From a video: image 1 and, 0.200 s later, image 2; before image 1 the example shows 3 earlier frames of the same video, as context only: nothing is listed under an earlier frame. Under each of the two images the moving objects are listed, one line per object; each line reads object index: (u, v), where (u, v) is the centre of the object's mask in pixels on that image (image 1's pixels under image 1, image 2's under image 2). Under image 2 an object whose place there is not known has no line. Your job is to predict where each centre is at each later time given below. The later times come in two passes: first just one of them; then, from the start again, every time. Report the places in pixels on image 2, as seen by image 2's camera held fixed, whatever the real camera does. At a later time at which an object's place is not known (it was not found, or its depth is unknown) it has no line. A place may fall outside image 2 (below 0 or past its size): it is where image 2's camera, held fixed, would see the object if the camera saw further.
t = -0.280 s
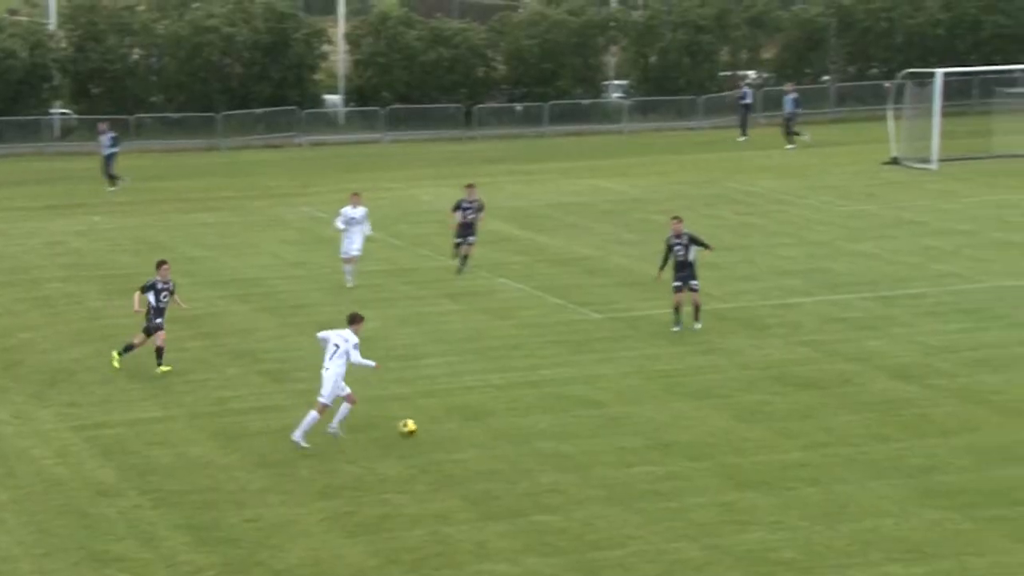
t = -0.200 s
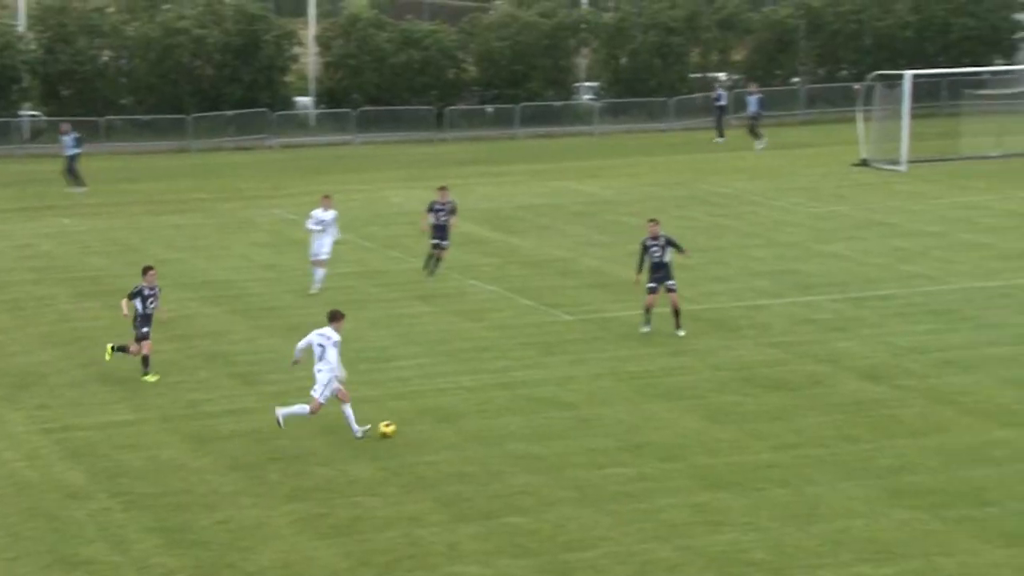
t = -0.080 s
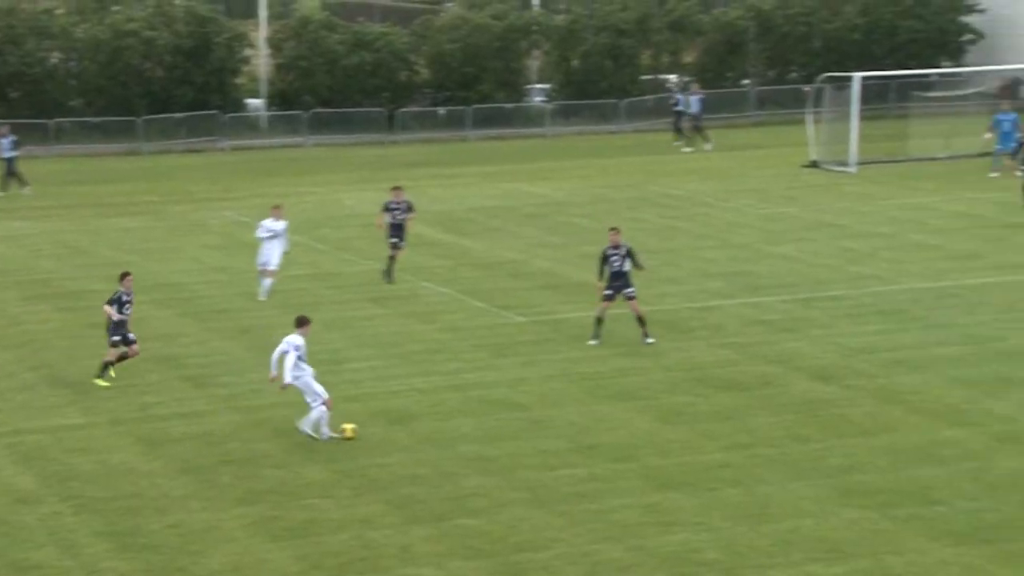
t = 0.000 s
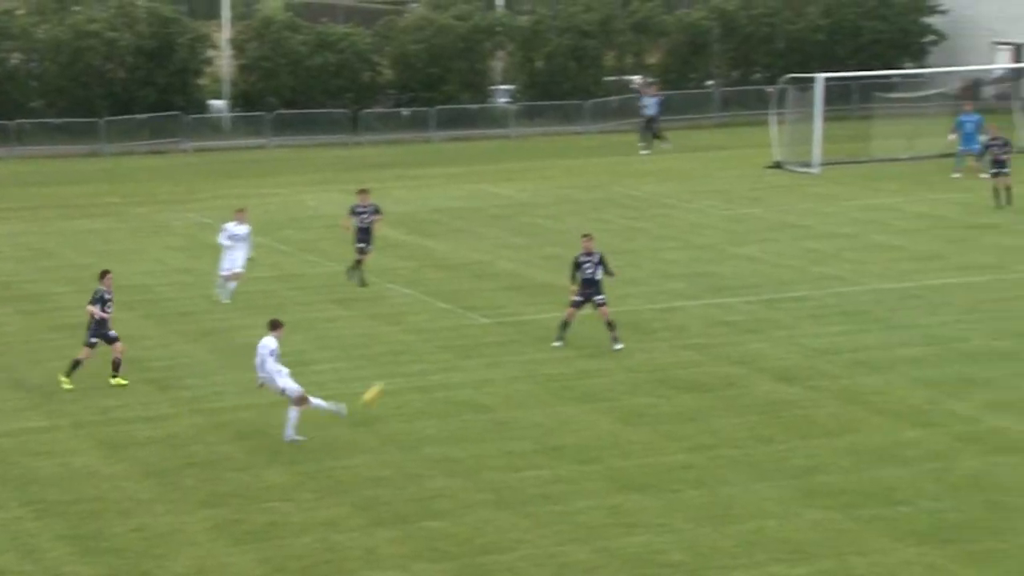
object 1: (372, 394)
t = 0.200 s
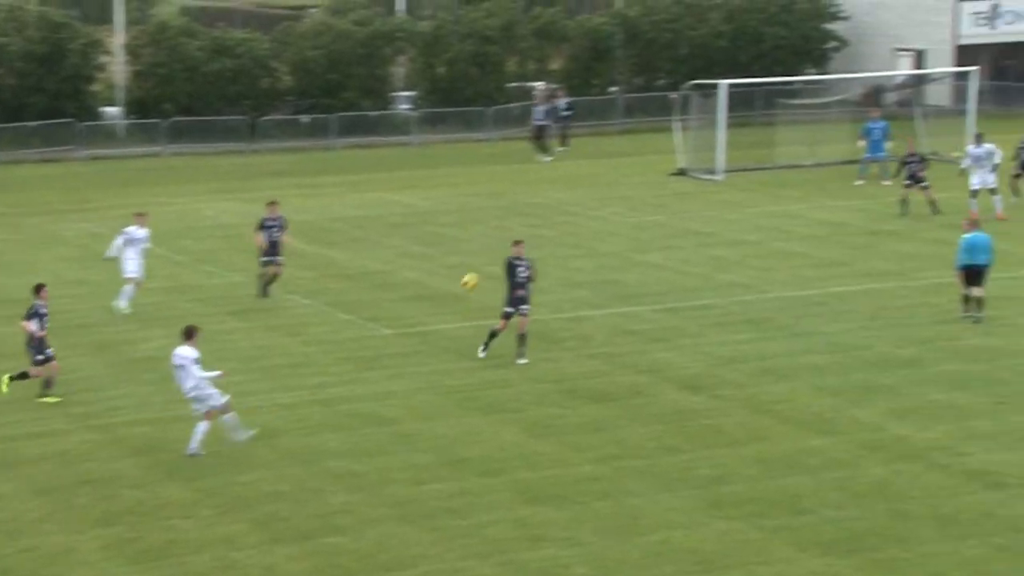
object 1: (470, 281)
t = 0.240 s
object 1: (500, 261)
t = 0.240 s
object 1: (500, 261)
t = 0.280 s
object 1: (527, 246)
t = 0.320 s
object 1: (554, 230)
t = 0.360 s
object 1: (577, 218)
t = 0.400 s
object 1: (599, 206)
